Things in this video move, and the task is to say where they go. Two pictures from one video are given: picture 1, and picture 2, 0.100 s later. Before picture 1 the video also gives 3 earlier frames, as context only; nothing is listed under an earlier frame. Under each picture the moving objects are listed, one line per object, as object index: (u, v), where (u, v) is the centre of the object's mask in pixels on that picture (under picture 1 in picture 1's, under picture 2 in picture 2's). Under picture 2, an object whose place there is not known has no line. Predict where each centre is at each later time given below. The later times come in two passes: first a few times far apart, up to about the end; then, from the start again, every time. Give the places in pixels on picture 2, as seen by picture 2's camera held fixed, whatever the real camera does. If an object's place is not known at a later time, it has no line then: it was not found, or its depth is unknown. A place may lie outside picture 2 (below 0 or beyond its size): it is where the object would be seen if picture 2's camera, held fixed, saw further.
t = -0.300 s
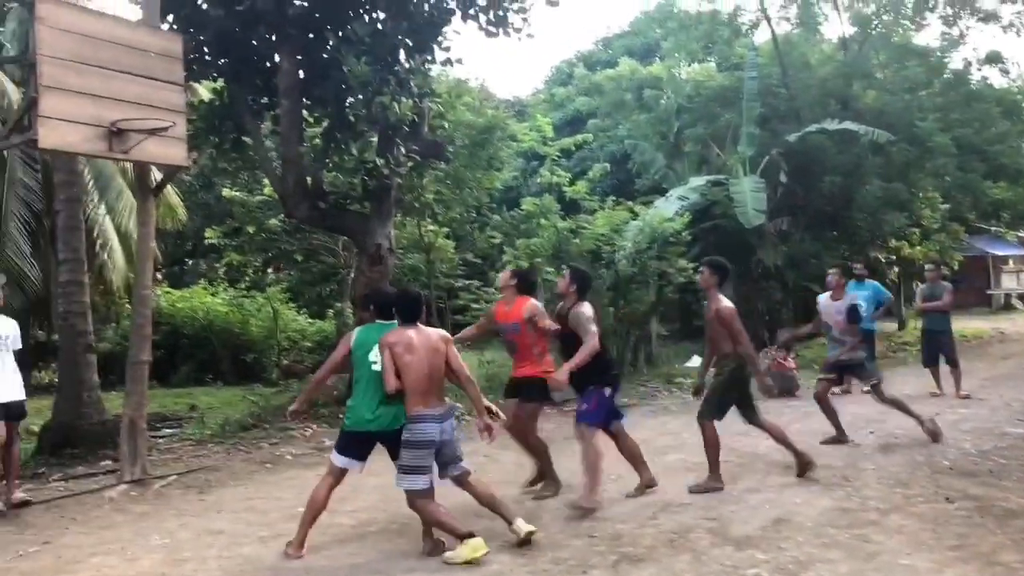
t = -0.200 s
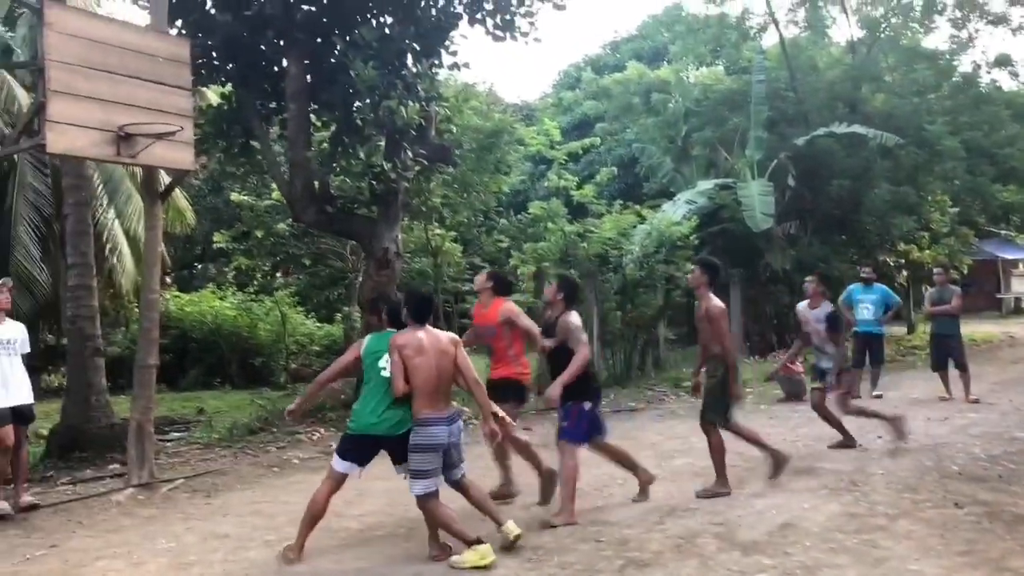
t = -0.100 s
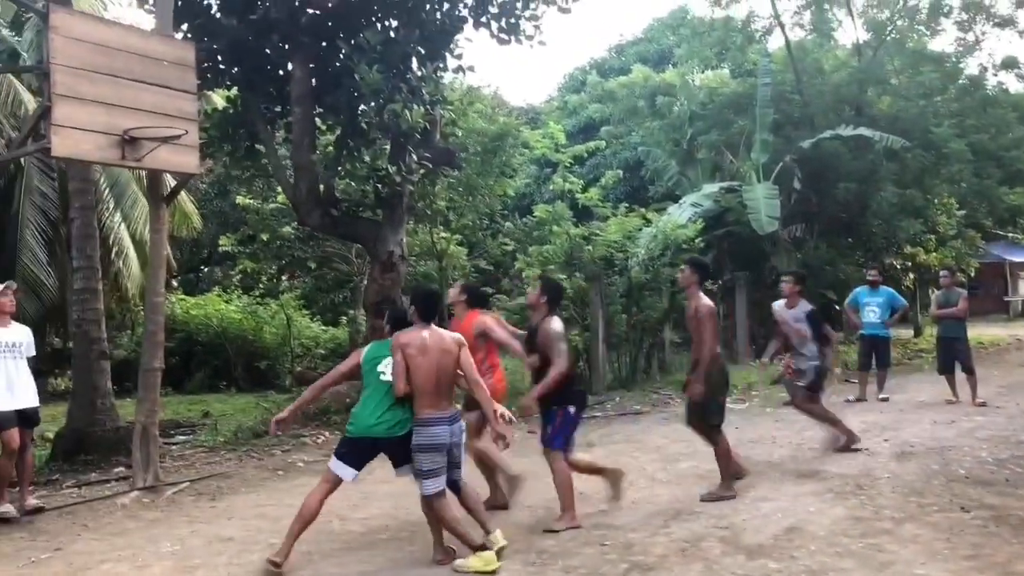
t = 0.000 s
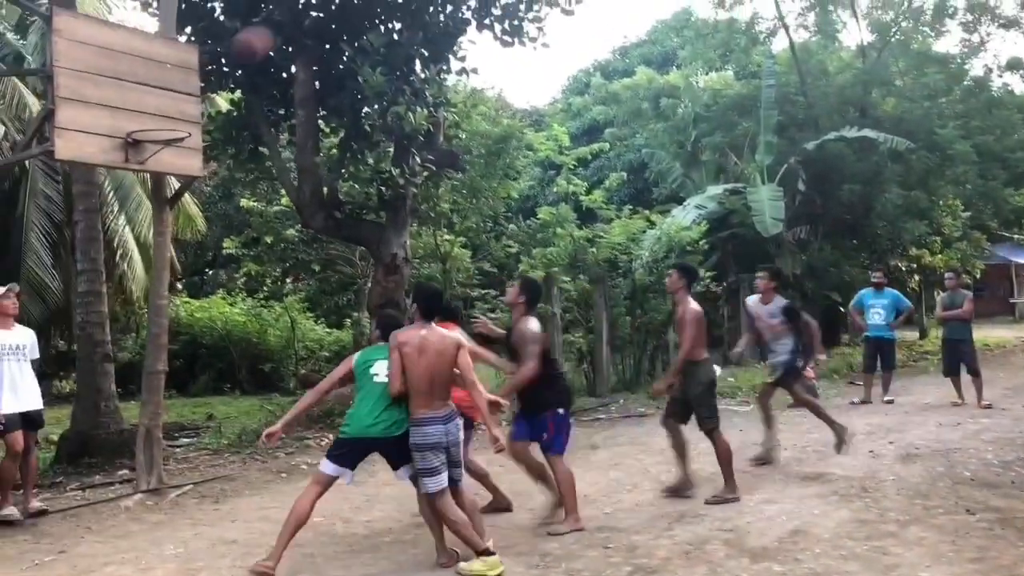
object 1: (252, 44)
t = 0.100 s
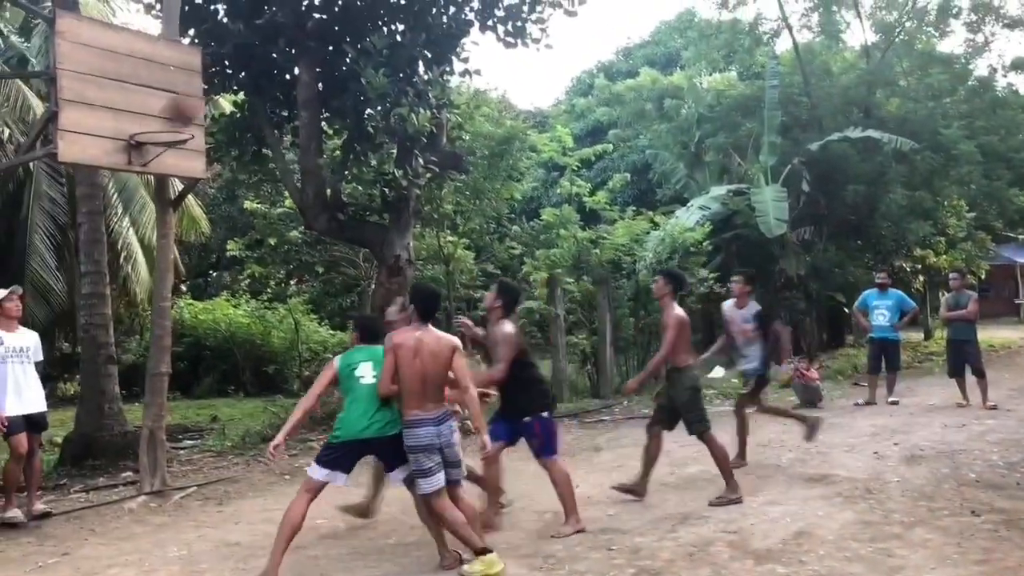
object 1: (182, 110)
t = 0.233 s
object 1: (162, 133)
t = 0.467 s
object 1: (247, 122)
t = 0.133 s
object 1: (161, 127)
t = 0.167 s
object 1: (146, 135)
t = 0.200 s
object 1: (147, 137)
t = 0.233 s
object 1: (162, 133)
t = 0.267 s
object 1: (174, 128)
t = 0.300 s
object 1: (185, 121)
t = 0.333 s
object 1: (198, 118)
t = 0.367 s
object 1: (211, 117)
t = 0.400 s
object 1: (222, 115)
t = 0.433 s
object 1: (235, 117)
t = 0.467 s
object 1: (247, 122)
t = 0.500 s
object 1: (260, 126)
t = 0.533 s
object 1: (270, 130)
